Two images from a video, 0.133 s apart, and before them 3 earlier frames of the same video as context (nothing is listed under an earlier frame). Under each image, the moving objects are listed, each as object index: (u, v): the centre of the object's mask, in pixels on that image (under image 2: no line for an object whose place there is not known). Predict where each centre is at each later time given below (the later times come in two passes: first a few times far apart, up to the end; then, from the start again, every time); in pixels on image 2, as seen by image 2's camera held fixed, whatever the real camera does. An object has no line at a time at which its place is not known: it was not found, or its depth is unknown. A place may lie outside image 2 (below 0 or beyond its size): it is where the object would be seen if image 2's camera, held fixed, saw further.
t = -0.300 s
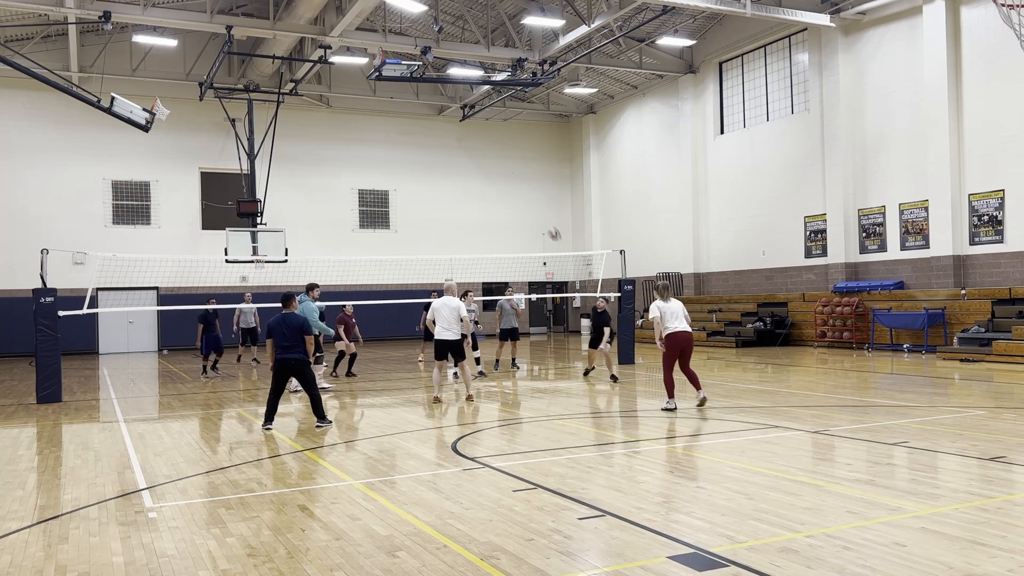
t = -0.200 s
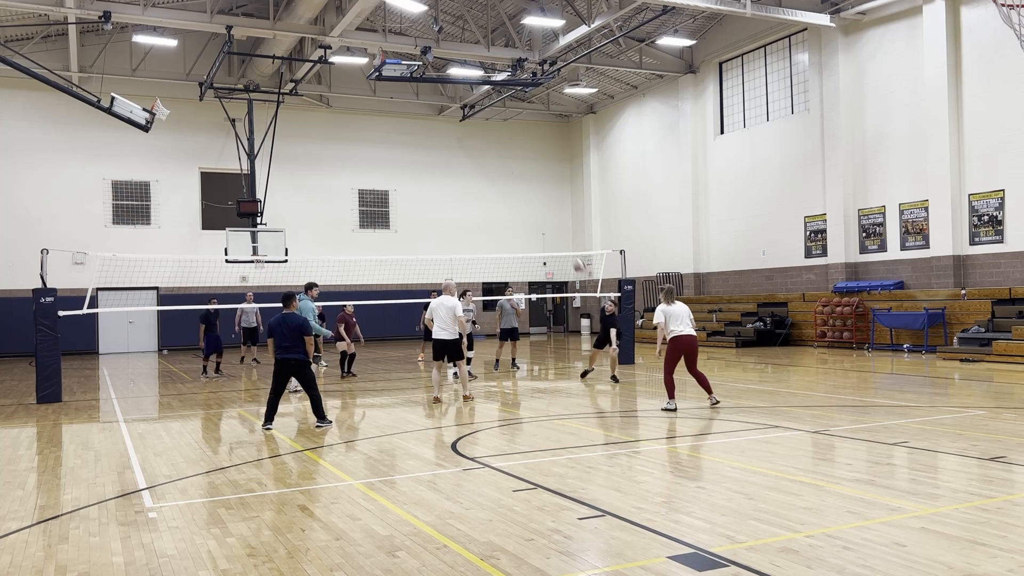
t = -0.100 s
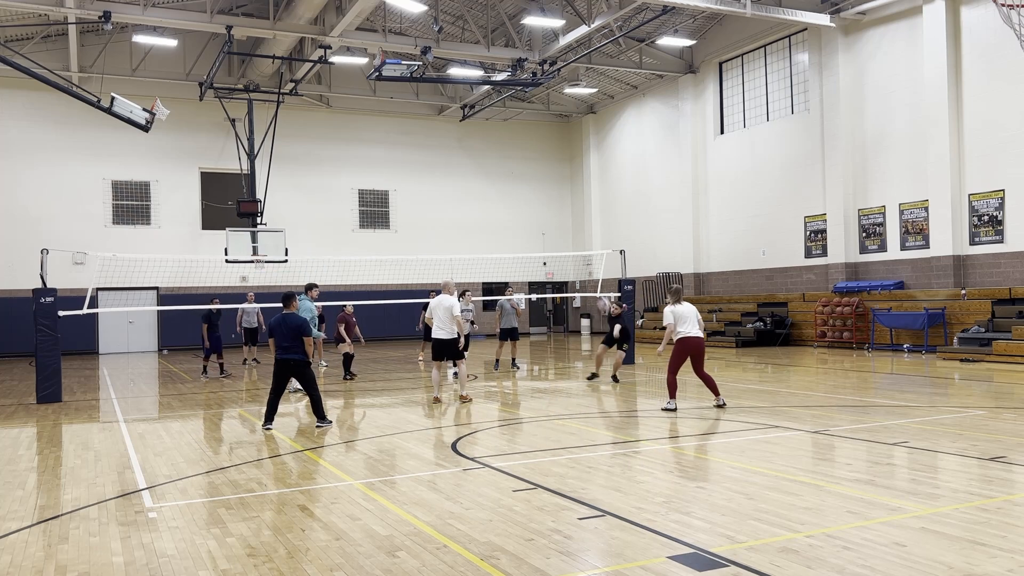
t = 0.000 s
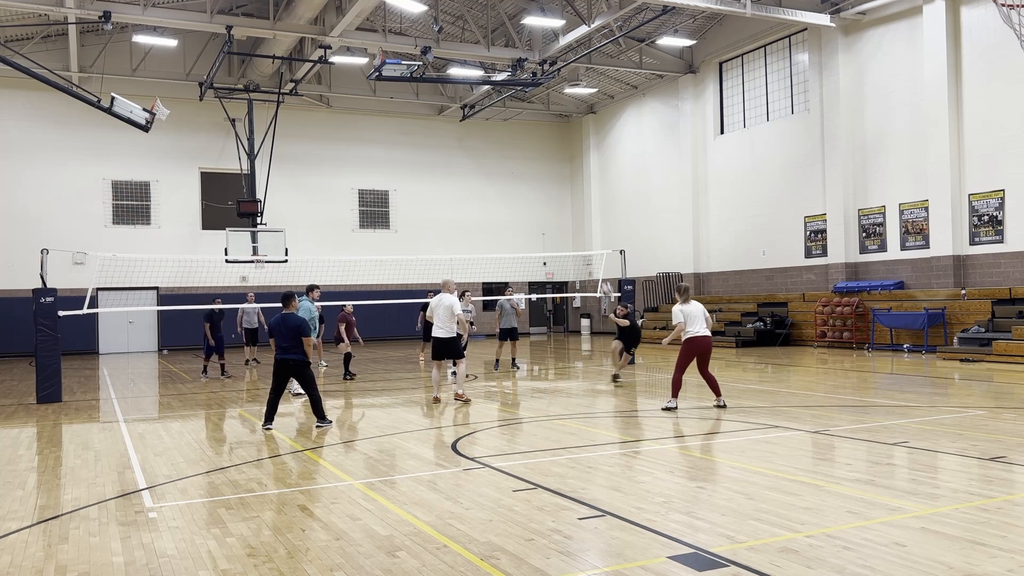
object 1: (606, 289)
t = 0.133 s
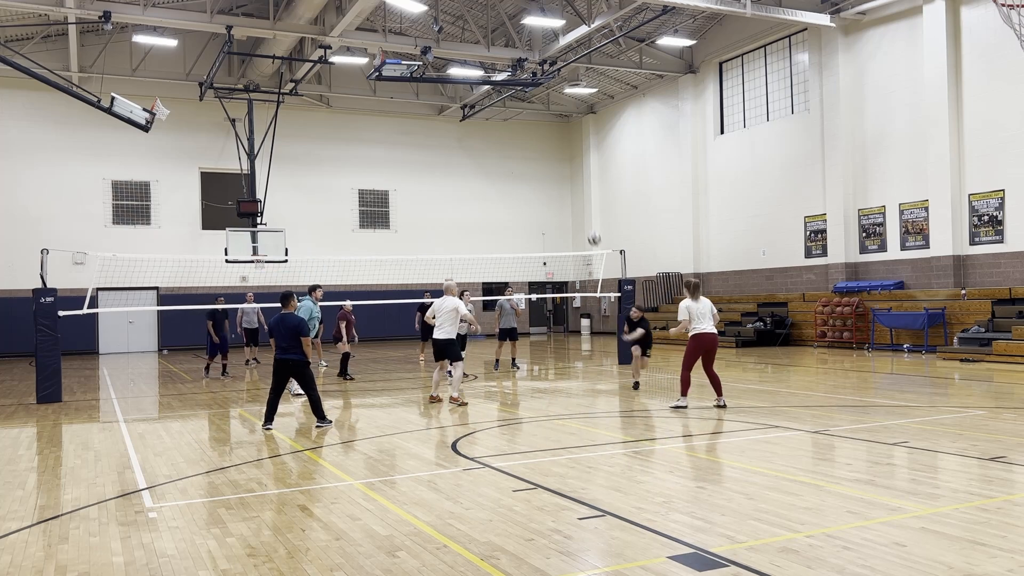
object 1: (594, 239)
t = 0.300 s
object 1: (579, 190)
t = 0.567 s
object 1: (557, 150)
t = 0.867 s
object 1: (534, 157)
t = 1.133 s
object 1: (515, 208)
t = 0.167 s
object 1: (591, 228)
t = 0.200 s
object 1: (588, 218)
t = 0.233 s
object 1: (584, 208)
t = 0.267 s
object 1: (582, 199)
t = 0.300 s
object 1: (579, 190)
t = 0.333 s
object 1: (577, 183)
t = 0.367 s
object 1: (574, 176)
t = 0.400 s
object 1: (570, 170)
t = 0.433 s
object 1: (568, 165)
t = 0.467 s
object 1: (565, 160)
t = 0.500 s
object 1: (563, 156)
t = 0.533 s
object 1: (560, 153)
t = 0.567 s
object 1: (557, 150)
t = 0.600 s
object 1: (554, 148)
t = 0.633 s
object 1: (552, 147)
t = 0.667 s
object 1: (549, 147)
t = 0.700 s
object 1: (547, 146)
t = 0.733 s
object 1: (544, 147)
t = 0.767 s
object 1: (541, 149)
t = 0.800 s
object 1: (539, 151)
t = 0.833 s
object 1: (536, 153)
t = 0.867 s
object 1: (534, 157)
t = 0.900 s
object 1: (532, 161)
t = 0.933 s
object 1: (529, 166)
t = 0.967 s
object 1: (527, 171)
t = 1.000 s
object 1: (524, 177)
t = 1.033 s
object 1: (522, 184)
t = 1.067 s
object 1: (520, 191)
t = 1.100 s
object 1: (518, 199)
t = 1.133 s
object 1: (515, 208)
